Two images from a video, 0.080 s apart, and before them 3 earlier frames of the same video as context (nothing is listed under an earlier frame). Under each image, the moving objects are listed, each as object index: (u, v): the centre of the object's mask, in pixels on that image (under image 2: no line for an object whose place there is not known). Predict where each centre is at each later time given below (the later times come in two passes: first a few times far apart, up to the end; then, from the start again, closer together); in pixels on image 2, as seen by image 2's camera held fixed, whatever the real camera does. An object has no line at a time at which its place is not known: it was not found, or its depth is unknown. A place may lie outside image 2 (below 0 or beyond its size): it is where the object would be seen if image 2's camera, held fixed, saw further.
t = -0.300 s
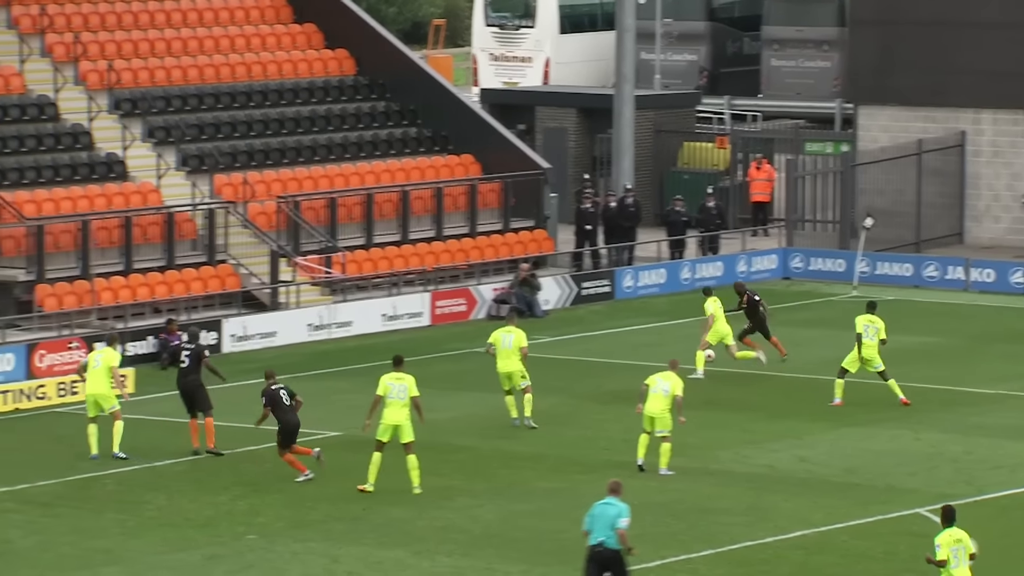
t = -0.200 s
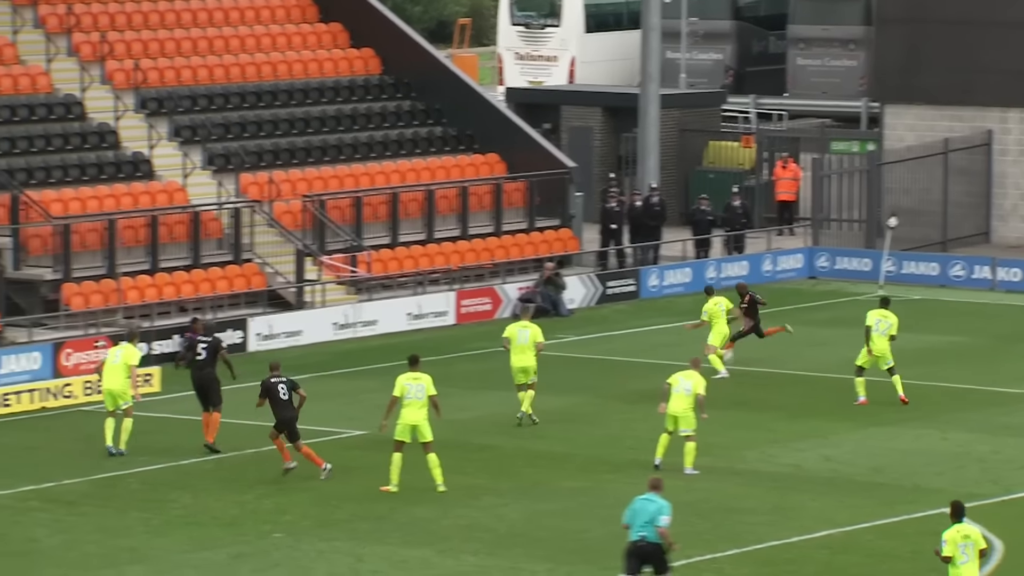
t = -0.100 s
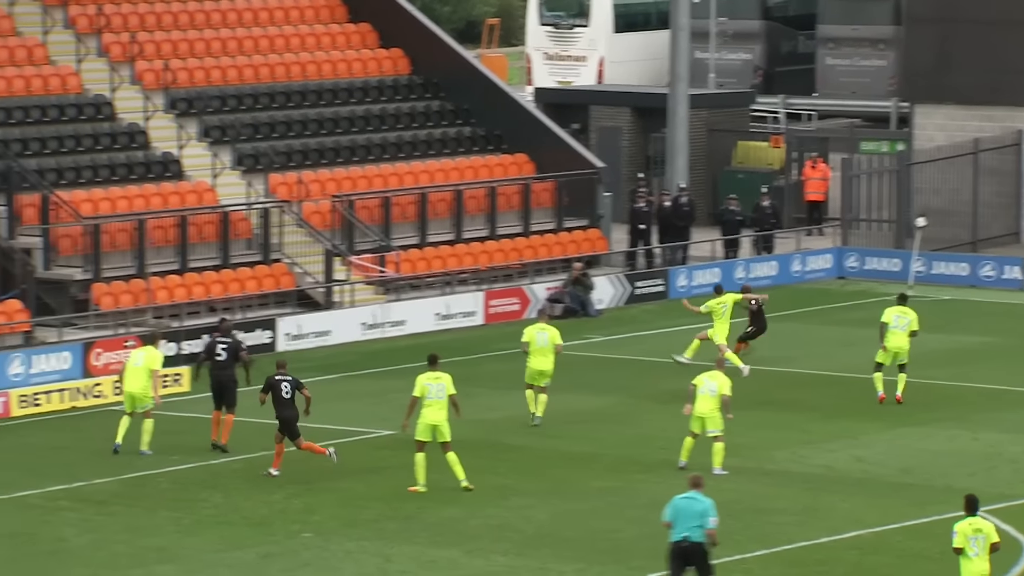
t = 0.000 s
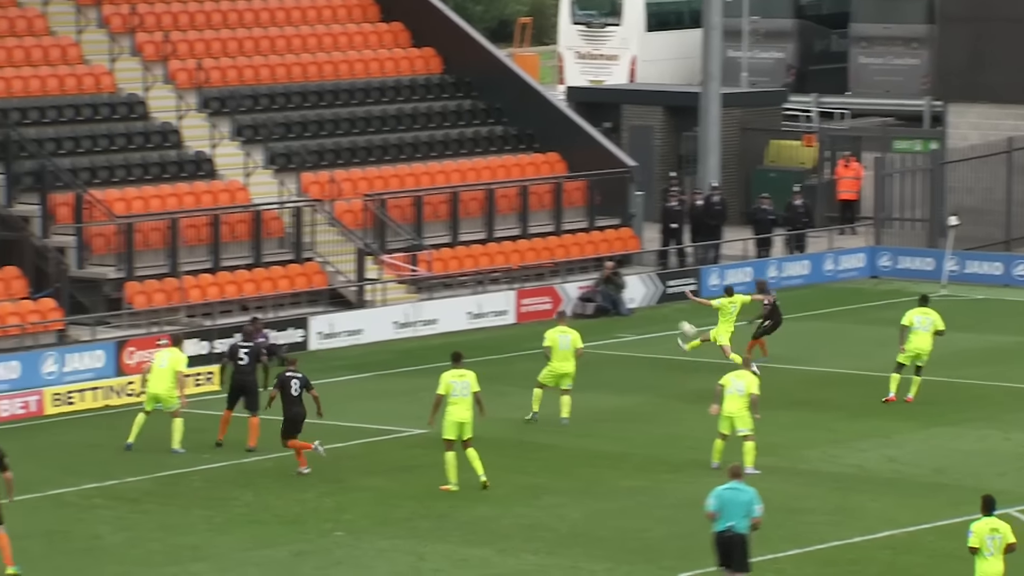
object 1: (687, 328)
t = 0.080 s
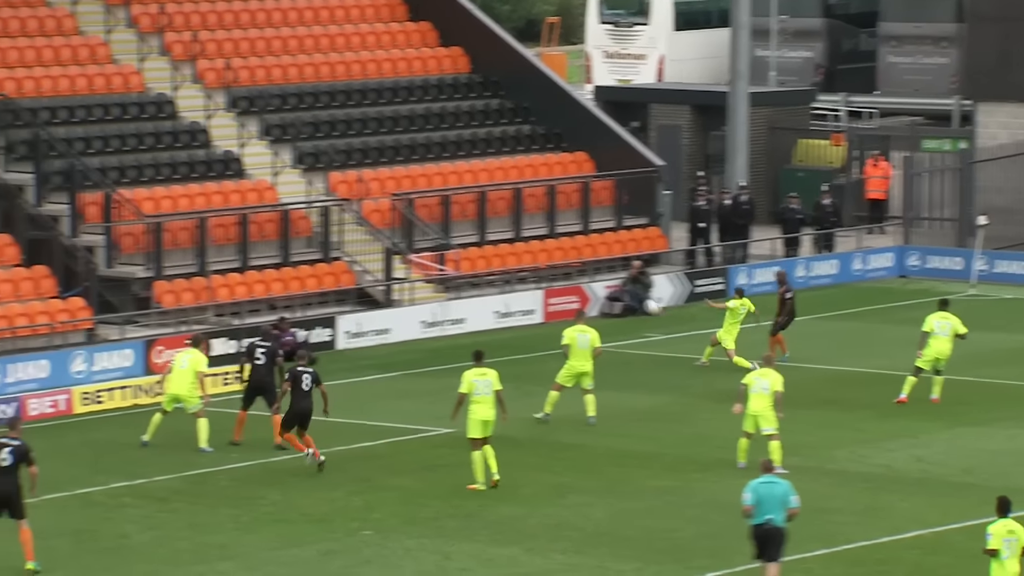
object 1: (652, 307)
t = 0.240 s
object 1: (531, 272)
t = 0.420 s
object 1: (398, 242)
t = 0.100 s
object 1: (637, 302)
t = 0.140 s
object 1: (608, 294)
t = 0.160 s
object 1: (590, 287)
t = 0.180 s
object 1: (576, 283)
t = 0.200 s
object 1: (560, 279)
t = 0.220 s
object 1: (546, 275)
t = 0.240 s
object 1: (531, 272)
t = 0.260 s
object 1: (516, 267)
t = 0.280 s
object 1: (501, 264)
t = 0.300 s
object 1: (487, 260)
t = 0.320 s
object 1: (472, 257)
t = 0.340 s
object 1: (457, 254)
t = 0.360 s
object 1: (442, 251)
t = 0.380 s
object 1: (428, 248)
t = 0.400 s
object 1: (414, 245)
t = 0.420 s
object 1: (398, 242)
